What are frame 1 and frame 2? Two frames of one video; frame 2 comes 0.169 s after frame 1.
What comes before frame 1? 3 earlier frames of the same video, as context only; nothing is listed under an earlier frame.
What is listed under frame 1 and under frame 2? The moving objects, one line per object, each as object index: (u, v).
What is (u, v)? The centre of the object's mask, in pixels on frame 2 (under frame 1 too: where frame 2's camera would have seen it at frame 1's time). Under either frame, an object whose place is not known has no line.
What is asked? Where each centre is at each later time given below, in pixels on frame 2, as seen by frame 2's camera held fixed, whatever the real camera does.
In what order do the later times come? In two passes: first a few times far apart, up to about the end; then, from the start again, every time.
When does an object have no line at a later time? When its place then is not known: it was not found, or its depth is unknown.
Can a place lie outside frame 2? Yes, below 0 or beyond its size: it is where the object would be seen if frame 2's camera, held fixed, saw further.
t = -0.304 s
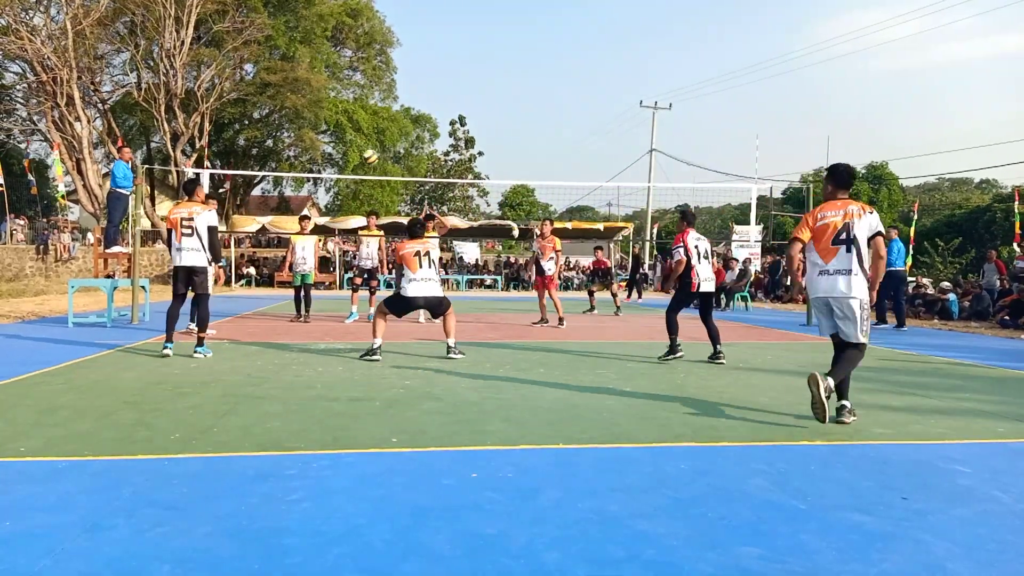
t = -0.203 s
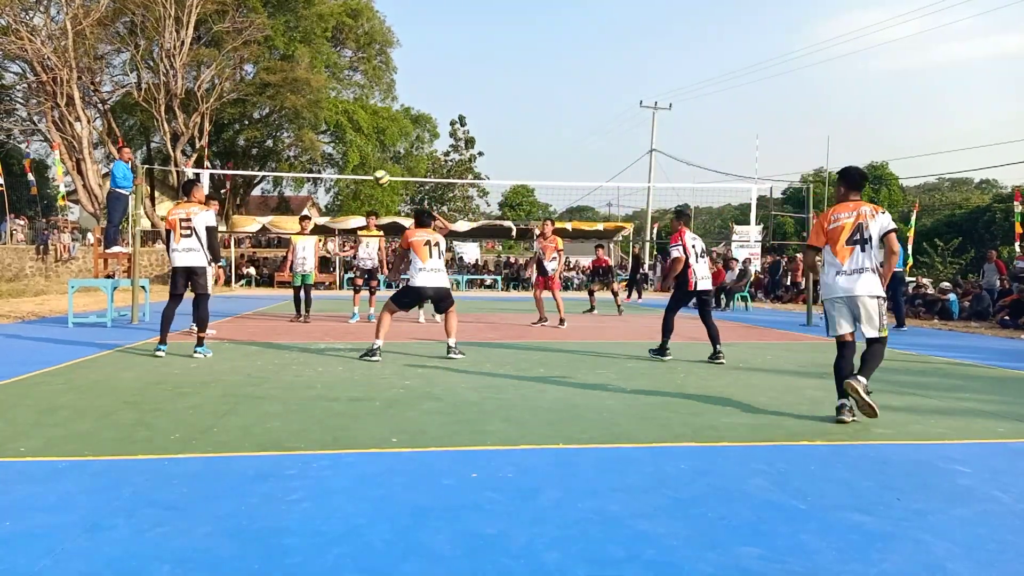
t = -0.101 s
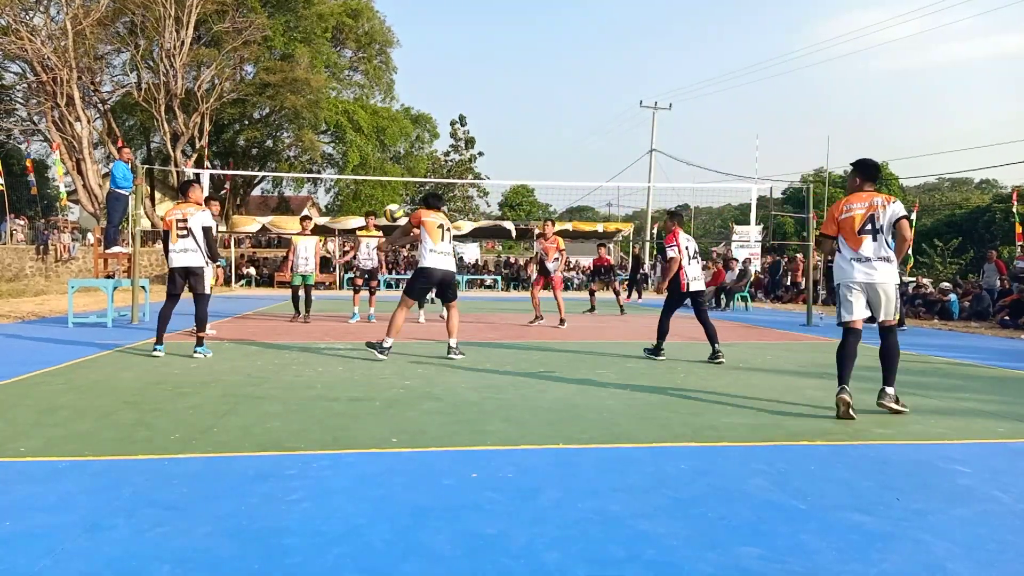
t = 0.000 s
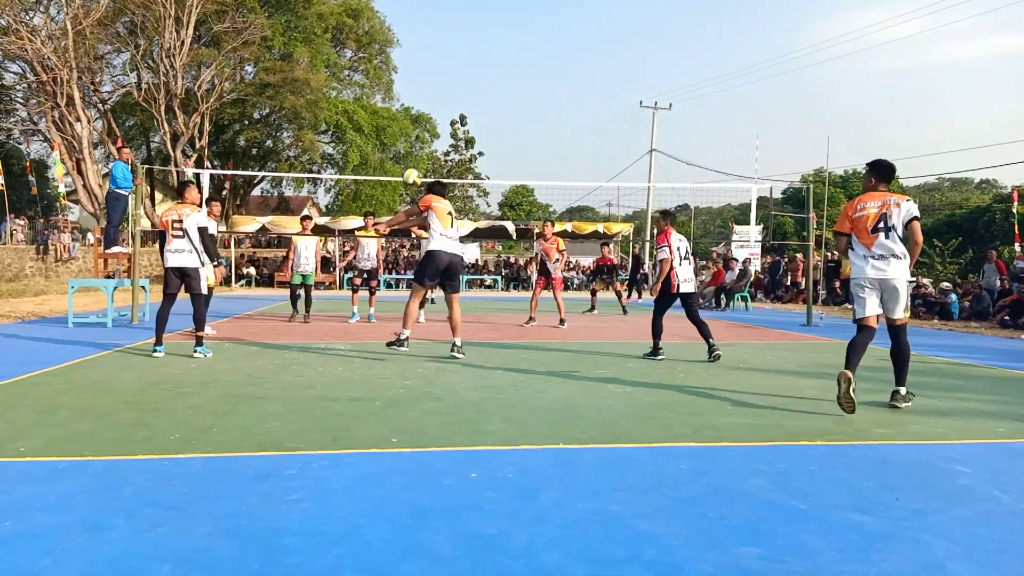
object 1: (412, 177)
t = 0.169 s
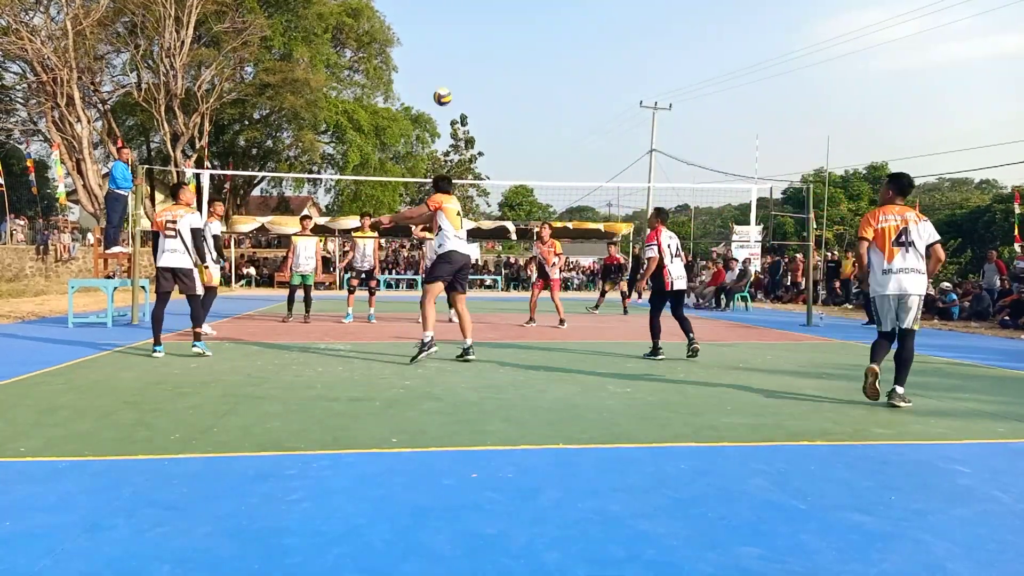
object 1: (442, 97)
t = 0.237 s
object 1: (453, 73)
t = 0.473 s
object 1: (483, 24)
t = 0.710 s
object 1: (509, 17)
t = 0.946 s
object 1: (530, 46)
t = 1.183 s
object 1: (549, 108)
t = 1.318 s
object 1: (558, 156)
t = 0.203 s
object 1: (448, 84)
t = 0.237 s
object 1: (453, 73)
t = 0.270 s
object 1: (457, 63)
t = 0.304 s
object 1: (462, 54)
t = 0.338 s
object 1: (467, 46)
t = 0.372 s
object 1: (471, 39)
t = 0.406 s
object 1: (475, 33)
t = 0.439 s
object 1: (480, 28)
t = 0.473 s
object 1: (483, 24)
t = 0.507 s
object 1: (487, 21)
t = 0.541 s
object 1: (491, 18)
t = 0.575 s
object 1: (495, 16)
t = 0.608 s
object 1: (499, 15)
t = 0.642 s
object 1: (502, 15)
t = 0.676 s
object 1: (506, 15)
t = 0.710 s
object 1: (509, 17)
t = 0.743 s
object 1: (512, 19)
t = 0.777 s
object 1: (515, 21)
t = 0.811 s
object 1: (518, 25)
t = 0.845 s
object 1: (522, 29)
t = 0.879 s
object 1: (524, 34)
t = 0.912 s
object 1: (527, 40)
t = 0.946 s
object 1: (530, 46)
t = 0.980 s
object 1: (533, 53)
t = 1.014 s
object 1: (536, 61)
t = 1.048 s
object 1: (538, 69)
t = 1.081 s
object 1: (541, 78)
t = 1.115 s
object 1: (544, 87)
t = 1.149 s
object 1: (546, 97)
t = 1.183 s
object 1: (549, 108)
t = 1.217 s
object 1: (551, 119)
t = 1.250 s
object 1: (554, 130)
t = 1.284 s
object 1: (555, 143)
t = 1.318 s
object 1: (558, 156)
